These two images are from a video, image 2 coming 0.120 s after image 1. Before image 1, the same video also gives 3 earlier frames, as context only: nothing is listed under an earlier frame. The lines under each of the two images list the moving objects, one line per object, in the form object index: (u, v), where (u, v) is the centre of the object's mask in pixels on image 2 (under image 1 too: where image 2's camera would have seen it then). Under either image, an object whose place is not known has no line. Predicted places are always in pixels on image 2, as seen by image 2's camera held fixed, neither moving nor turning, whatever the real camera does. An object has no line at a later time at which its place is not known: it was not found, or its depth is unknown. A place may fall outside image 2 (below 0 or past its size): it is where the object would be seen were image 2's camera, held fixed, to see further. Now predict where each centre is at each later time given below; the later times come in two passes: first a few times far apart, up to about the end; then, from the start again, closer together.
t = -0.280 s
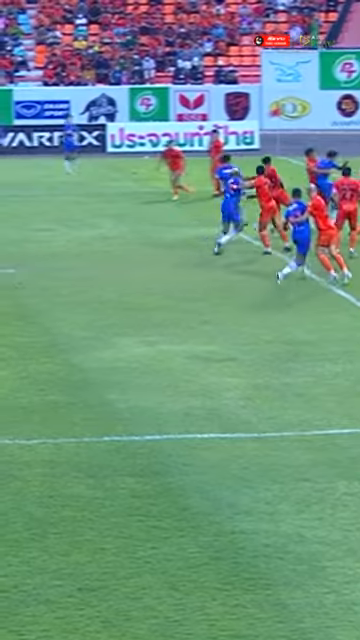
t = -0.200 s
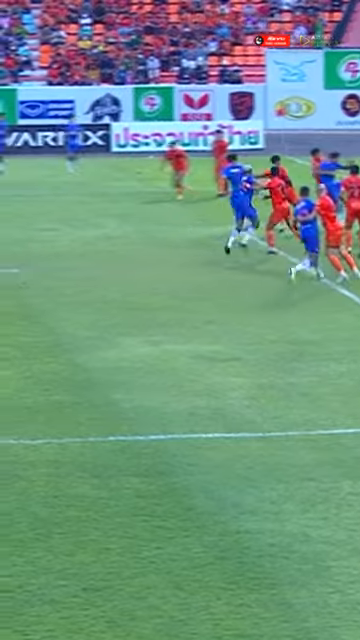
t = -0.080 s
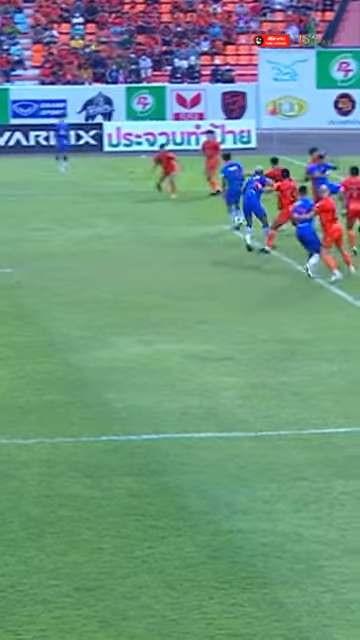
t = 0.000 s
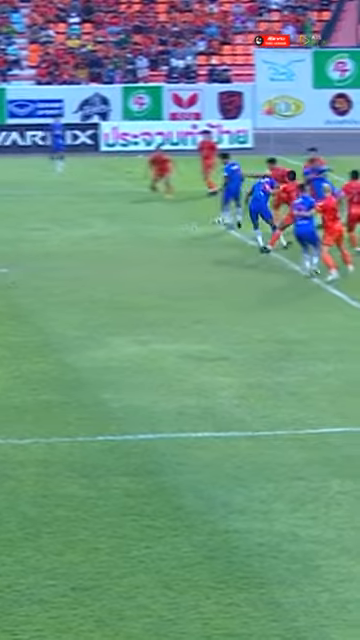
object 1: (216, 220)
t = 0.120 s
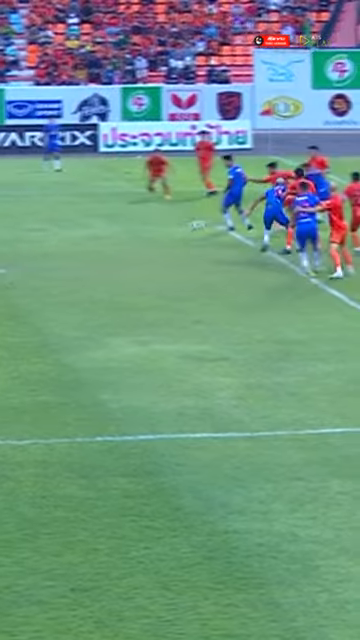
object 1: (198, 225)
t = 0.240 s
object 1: (171, 230)
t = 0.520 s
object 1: (116, 239)
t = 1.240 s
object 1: (-14, 234)
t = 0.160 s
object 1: (189, 227)
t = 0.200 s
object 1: (179, 230)
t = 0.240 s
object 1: (171, 230)
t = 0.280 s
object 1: (163, 229)
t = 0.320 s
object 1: (158, 230)
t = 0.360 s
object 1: (152, 230)
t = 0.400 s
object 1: (142, 234)
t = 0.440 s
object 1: (133, 236)
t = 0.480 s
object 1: (124, 239)
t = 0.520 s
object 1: (116, 239)
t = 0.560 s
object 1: (112, 240)
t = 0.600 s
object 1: (103, 241)
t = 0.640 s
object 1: (96, 243)
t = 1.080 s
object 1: (23, 240)
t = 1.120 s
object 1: (15, 237)
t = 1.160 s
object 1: (6, 237)
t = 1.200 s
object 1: (-6, 235)
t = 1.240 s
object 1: (-14, 234)
